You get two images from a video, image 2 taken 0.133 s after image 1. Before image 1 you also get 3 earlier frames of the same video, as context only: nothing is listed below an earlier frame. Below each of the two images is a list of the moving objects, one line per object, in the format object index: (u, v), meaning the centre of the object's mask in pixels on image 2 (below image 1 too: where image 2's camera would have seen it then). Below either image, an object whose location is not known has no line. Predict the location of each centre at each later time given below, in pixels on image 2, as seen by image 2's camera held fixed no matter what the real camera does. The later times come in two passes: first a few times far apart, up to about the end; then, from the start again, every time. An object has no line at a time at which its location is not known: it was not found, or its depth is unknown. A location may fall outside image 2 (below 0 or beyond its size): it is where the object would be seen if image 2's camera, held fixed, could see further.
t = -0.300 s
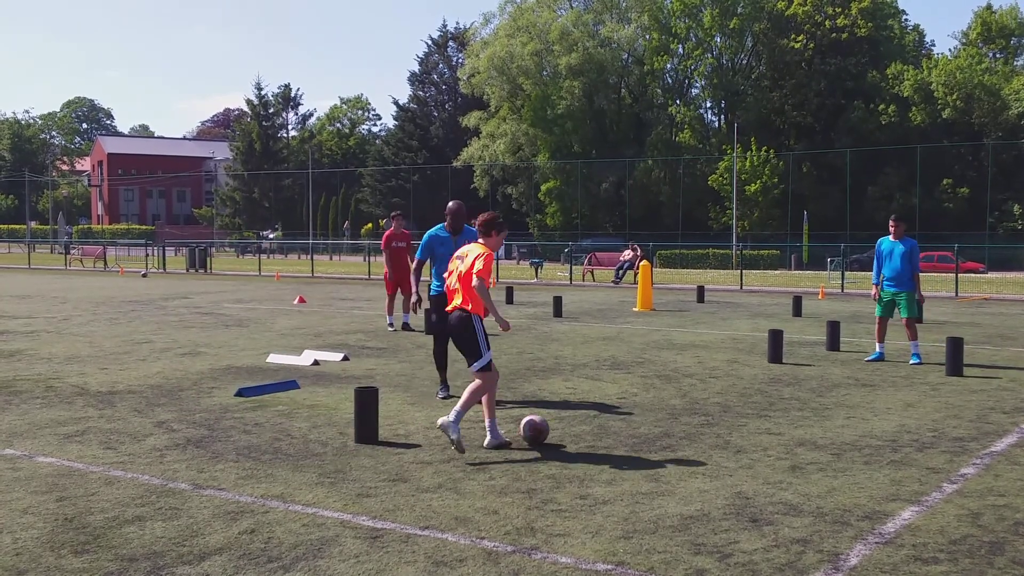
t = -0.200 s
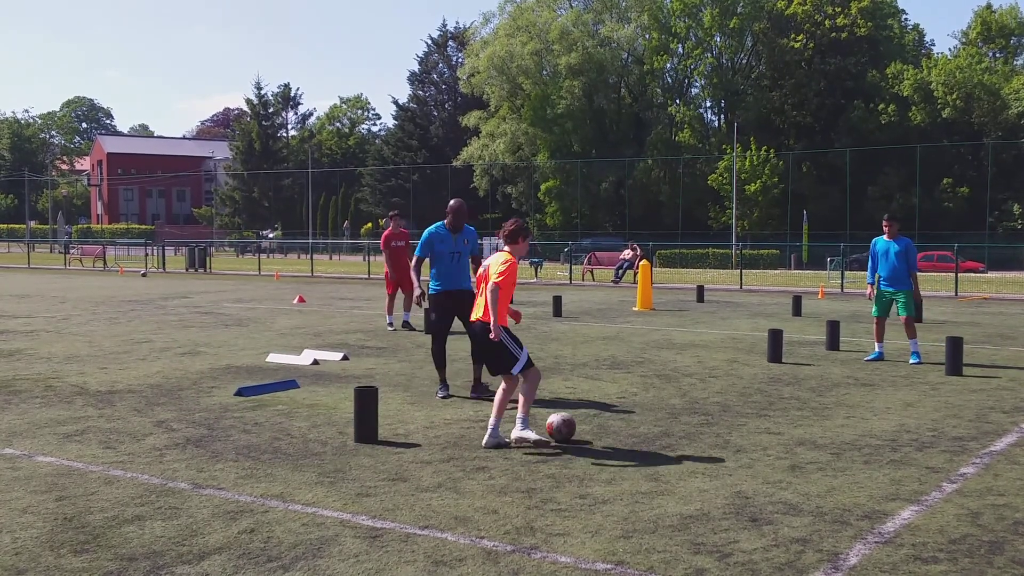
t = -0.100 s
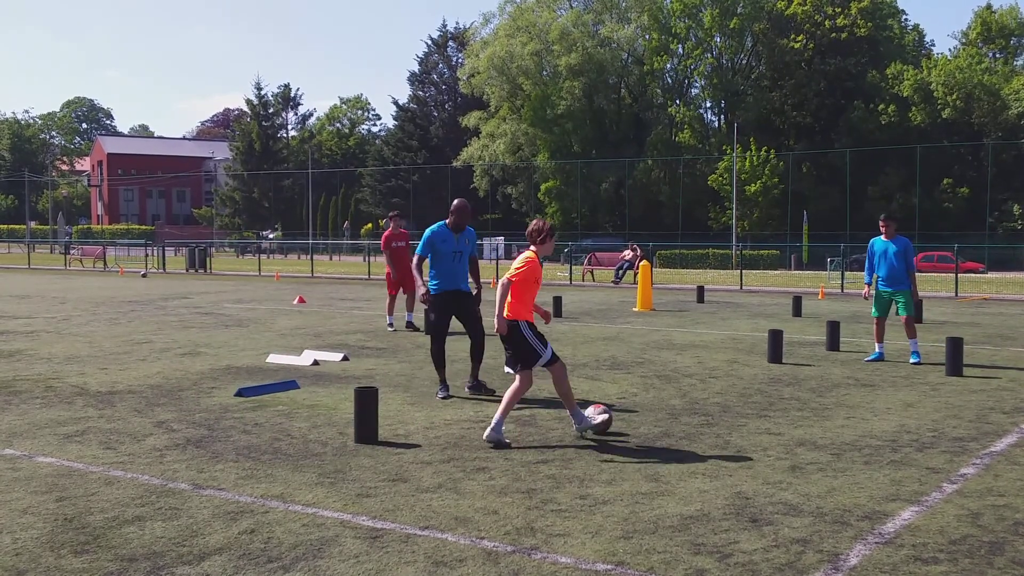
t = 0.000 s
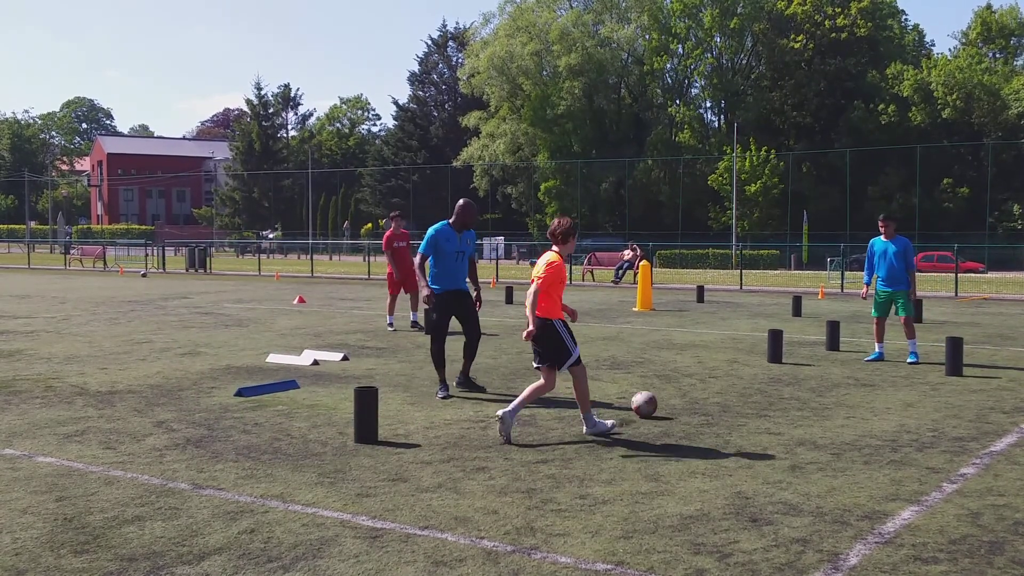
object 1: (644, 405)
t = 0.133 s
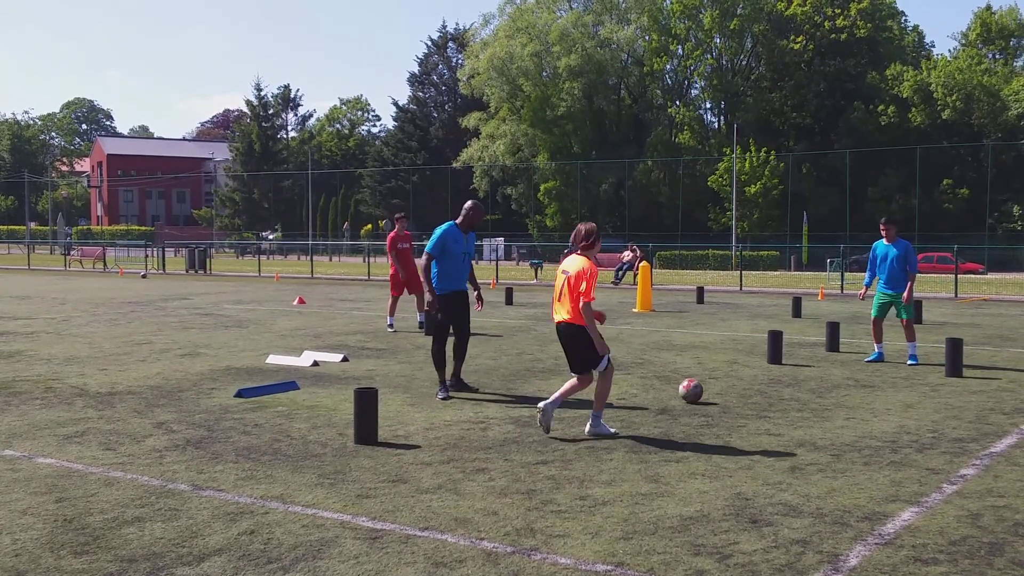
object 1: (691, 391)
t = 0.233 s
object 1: (718, 382)
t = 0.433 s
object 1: (756, 367)
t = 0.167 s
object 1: (701, 388)
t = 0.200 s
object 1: (709, 385)
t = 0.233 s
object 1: (718, 382)
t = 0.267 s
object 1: (726, 379)
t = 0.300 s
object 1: (732, 375)
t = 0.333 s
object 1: (738, 370)
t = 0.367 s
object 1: (744, 368)
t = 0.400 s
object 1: (751, 367)
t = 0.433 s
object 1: (756, 367)
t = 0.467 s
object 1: (762, 368)
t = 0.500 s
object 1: (767, 364)
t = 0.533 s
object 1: (772, 361)
